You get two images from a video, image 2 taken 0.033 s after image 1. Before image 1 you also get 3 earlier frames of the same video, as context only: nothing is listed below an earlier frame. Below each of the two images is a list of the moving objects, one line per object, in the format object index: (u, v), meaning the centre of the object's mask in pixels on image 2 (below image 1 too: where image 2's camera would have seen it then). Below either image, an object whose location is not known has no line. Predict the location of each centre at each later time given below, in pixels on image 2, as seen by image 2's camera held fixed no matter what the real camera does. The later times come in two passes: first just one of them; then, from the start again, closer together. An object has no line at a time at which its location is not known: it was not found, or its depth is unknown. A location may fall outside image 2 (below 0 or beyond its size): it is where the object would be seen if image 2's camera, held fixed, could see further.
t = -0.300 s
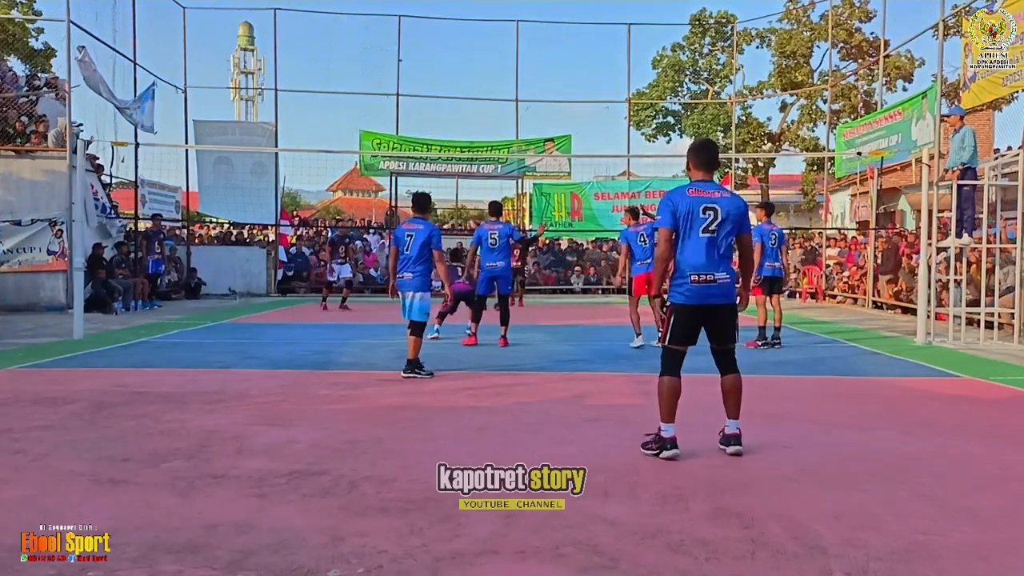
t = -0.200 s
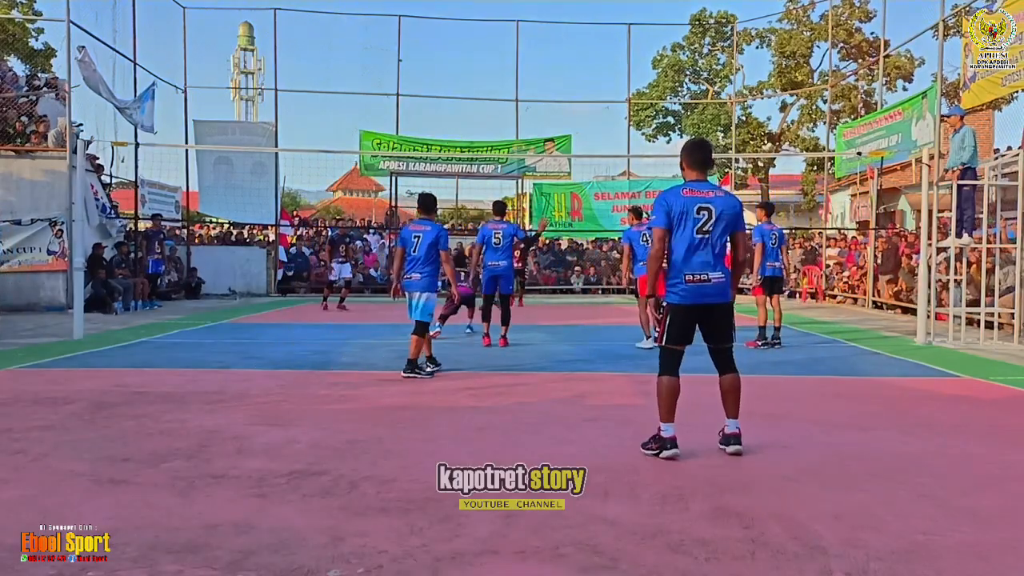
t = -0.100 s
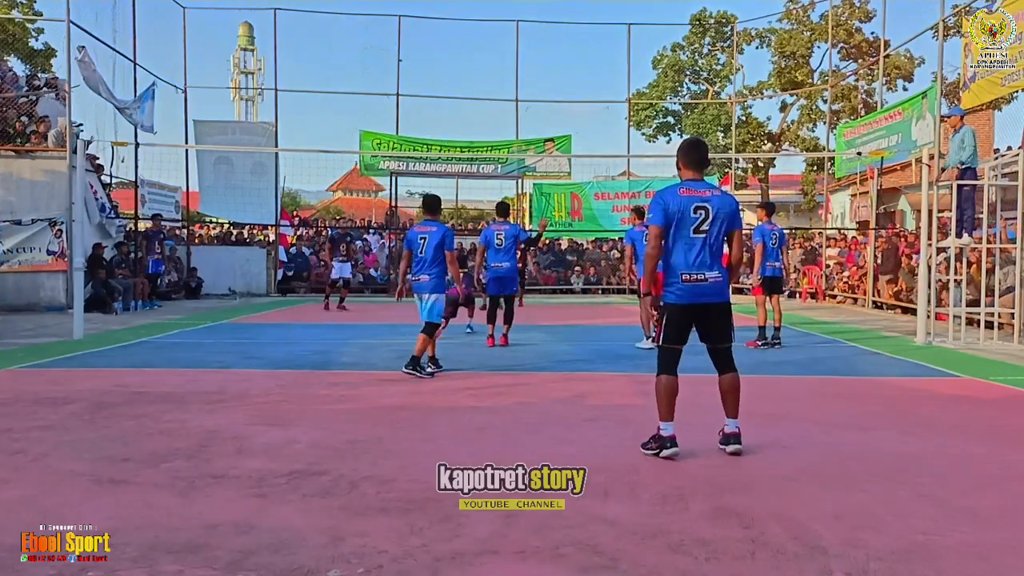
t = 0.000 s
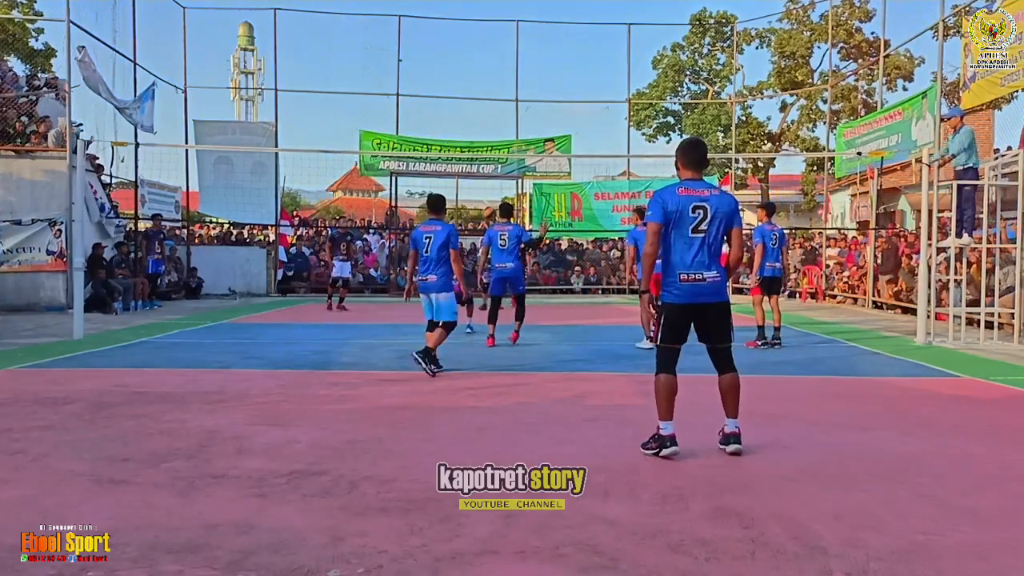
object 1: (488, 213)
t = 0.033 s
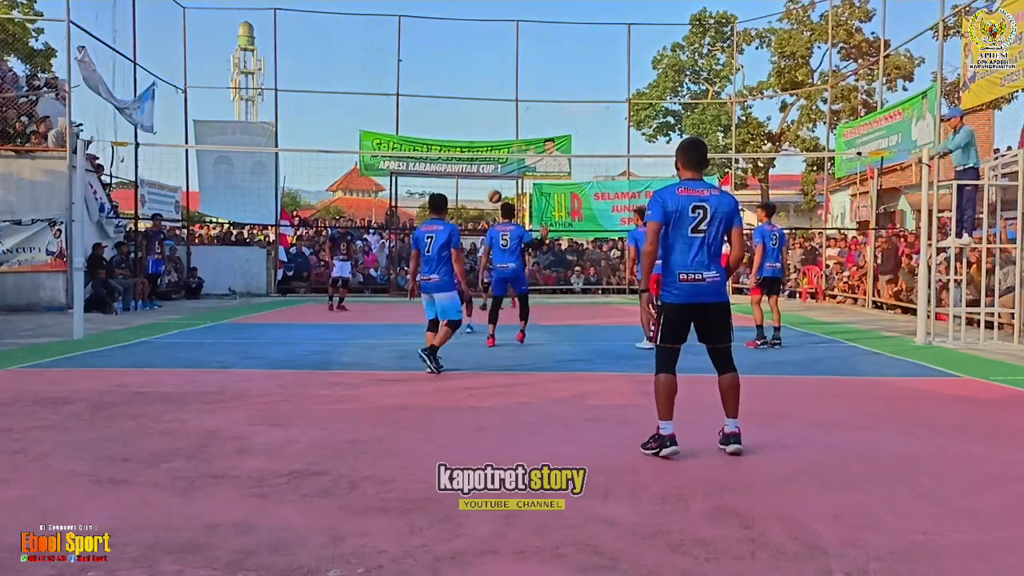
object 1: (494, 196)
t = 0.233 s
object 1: (526, 111)
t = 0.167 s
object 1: (516, 136)
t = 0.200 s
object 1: (521, 123)
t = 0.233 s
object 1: (526, 111)
